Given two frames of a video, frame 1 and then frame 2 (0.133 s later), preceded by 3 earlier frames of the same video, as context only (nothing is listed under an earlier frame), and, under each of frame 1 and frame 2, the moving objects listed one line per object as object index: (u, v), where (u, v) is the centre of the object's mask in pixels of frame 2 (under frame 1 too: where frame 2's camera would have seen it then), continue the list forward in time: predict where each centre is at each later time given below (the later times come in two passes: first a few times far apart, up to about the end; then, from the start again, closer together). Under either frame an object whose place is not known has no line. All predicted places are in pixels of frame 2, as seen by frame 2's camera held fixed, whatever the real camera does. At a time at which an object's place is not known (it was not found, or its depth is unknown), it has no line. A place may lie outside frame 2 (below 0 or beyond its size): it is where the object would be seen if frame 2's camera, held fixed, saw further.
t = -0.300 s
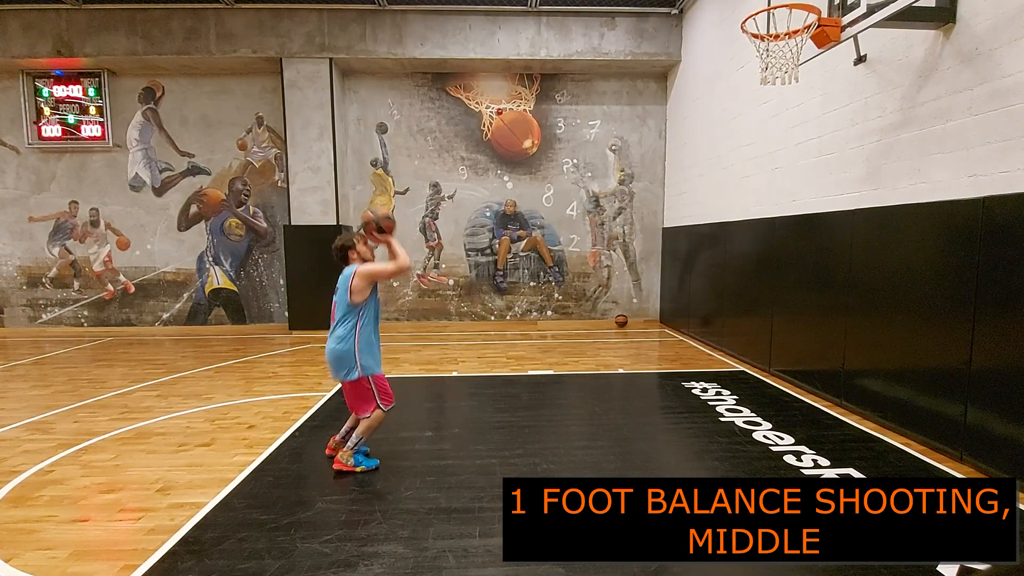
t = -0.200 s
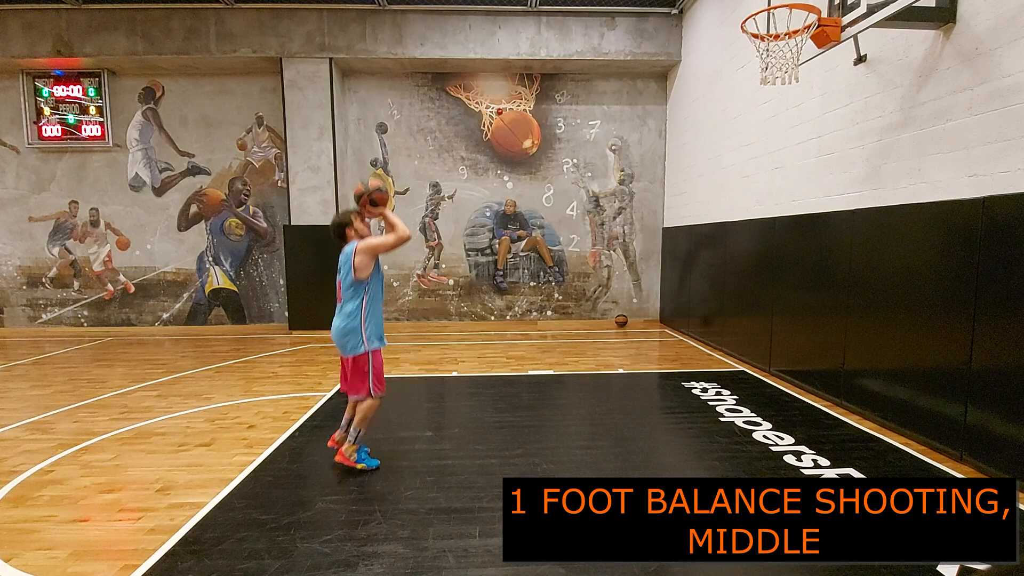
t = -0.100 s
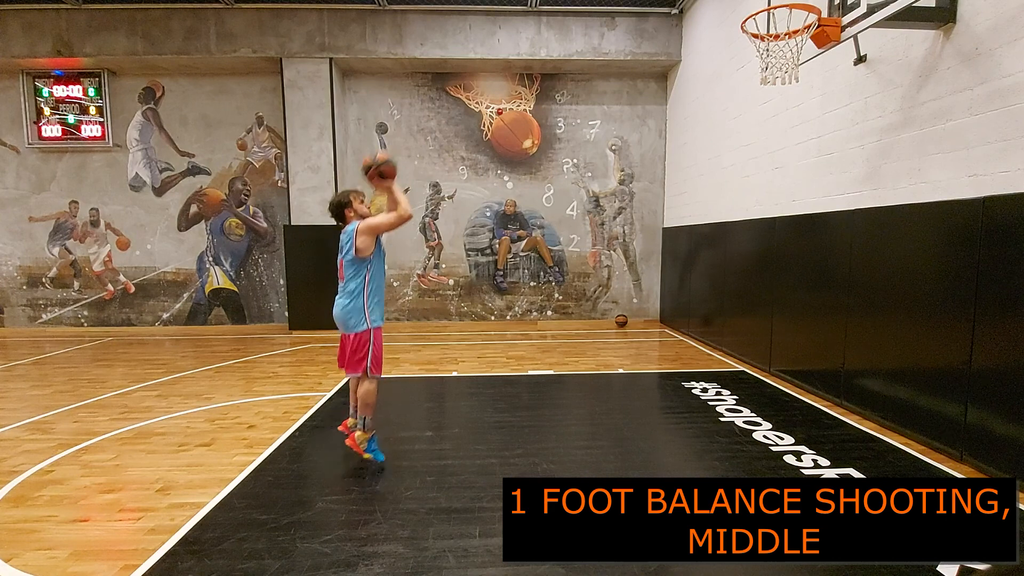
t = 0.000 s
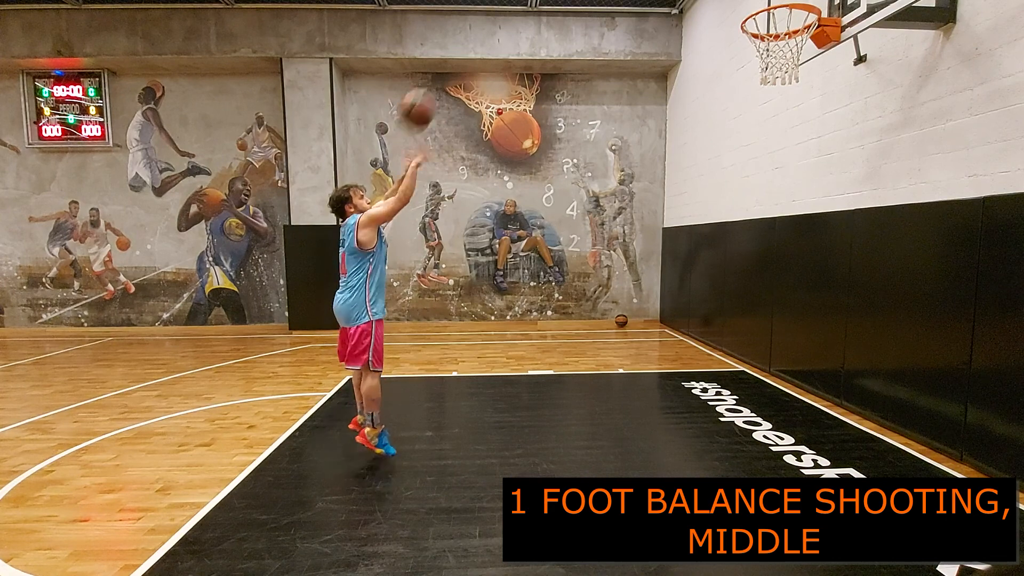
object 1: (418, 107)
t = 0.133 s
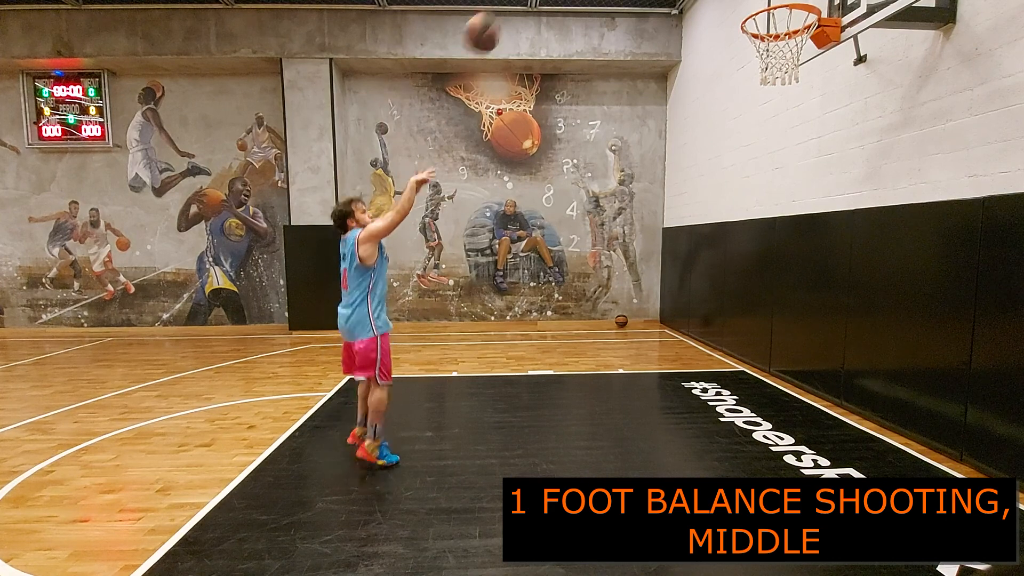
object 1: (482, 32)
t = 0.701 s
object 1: (762, 4)
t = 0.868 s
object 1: (754, 56)
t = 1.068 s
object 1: (743, 53)
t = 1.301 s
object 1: (731, 131)
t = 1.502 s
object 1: (717, 255)
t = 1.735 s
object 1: (704, 420)
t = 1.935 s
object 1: (718, 305)
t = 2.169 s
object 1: (735, 234)
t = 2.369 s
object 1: (749, 229)
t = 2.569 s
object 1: (761, 279)
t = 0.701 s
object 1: (762, 4)
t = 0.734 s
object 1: (781, 10)
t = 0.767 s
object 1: (798, 19)
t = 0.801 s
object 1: (784, 31)
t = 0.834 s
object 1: (768, 47)
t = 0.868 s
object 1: (754, 56)
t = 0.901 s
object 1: (747, 53)
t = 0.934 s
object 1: (747, 48)
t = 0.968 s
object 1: (746, 44)
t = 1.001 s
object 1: (746, 43)
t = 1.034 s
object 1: (744, 49)
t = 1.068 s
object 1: (743, 53)
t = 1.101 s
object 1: (742, 59)
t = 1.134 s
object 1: (740, 67)
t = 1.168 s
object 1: (738, 77)
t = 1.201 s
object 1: (737, 88)
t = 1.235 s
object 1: (735, 101)
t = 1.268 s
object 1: (733, 115)
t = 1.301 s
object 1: (731, 131)
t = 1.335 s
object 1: (729, 149)
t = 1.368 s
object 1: (727, 168)
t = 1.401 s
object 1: (725, 188)
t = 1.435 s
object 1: (723, 209)
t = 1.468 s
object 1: (719, 234)
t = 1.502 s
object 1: (717, 255)
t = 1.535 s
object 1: (715, 280)
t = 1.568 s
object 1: (711, 305)
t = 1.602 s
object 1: (711, 332)
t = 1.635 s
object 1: (709, 365)
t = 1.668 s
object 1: (705, 393)
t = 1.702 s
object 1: (703, 432)
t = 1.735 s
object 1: (704, 420)
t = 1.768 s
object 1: (705, 395)
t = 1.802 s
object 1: (709, 376)
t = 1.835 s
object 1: (712, 356)
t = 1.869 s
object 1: (714, 337)
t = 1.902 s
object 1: (714, 320)
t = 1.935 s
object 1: (718, 305)
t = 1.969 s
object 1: (721, 291)
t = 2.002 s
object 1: (724, 277)
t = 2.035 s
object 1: (726, 266)
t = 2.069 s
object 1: (728, 256)
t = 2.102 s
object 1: (731, 246)
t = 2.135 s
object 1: (733, 240)
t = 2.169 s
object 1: (735, 234)
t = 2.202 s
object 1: (738, 230)
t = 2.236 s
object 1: (740, 227)
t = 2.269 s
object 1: (742, 225)
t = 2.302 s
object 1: (744, 224)
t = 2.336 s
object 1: (747, 226)
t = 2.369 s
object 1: (749, 229)
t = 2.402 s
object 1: (751, 233)
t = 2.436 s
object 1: (753, 238)
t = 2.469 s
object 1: (755, 245)
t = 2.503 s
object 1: (757, 255)
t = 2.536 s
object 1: (759, 265)
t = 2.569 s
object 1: (761, 279)
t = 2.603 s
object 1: (762, 292)
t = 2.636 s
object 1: (765, 308)
